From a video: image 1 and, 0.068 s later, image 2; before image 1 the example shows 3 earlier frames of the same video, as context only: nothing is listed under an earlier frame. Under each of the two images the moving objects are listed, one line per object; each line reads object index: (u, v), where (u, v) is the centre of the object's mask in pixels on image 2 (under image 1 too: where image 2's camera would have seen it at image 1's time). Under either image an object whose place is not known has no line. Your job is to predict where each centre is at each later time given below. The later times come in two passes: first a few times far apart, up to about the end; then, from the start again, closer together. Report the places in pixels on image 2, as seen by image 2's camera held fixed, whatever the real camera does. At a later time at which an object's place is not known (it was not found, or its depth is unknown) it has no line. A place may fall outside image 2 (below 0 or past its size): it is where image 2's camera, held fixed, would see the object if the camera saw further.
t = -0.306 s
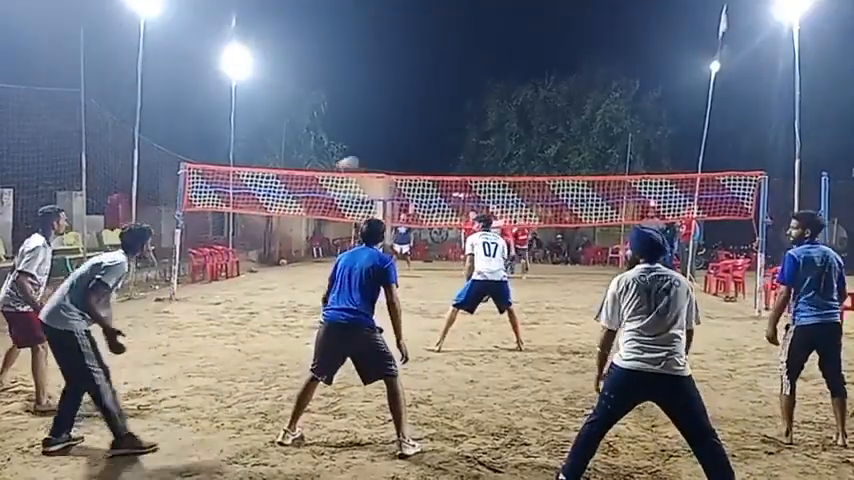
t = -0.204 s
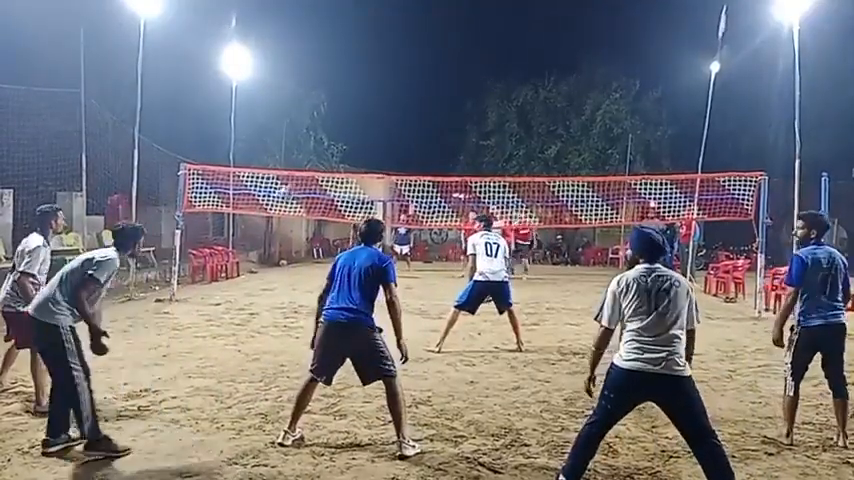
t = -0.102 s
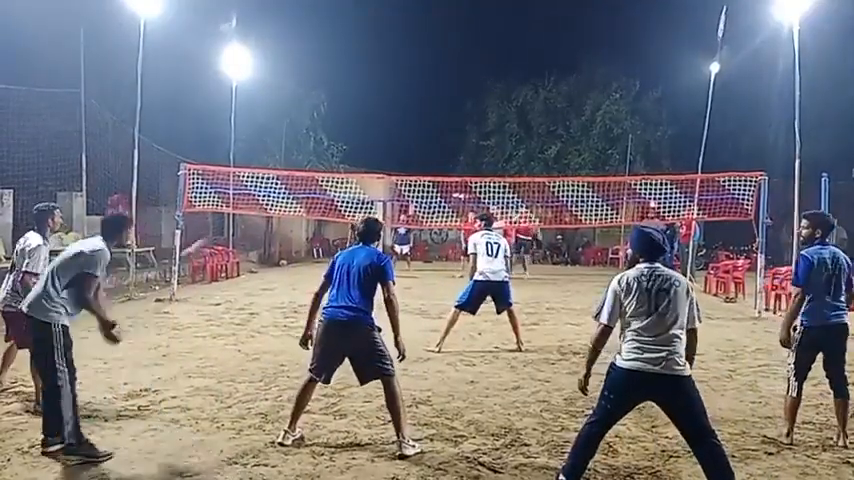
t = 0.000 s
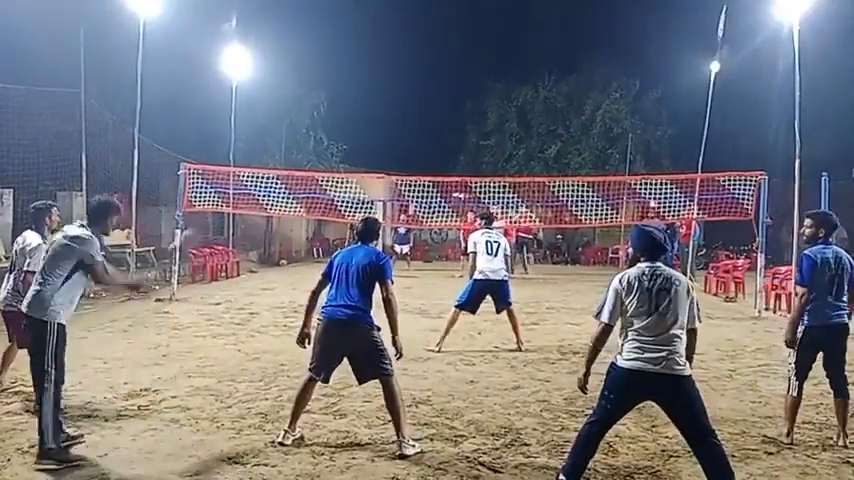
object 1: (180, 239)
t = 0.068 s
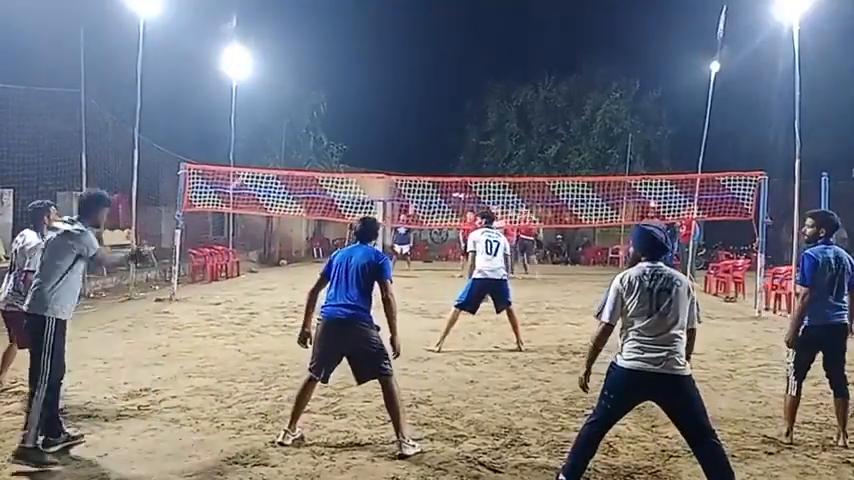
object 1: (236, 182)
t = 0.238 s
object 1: (345, 97)
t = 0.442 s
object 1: (427, 48)
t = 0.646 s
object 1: (482, 38)
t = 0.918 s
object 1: (535, 59)
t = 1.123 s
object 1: (563, 92)
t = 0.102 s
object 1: (266, 160)
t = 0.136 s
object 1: (286, 142)
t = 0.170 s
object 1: (308, 125)
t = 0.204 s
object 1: (327, 110)
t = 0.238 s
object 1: (345, 97)
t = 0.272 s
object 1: (360, 86)
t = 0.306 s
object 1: (376, 75)
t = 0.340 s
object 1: (390, 66)
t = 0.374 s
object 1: (402, 60)
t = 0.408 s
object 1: (415, 53)
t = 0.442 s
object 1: (427, 48)
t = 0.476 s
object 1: (437, 44)
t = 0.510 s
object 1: (447, 41)
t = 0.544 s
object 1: (457, 39)
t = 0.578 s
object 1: (466, 38)
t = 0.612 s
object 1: (475, 38)
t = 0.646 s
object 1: (482, 38)
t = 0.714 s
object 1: (504, 42)
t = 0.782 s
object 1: (511, 44)
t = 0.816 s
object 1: (518, 47)
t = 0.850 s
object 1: (523, 51)
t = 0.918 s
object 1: (535, 59)
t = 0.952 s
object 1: (540, 64)
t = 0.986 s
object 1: (545, 69)
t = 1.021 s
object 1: (550, 74)
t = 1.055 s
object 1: (554, 80)
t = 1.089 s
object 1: (558, 86)
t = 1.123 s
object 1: (563, 92)
